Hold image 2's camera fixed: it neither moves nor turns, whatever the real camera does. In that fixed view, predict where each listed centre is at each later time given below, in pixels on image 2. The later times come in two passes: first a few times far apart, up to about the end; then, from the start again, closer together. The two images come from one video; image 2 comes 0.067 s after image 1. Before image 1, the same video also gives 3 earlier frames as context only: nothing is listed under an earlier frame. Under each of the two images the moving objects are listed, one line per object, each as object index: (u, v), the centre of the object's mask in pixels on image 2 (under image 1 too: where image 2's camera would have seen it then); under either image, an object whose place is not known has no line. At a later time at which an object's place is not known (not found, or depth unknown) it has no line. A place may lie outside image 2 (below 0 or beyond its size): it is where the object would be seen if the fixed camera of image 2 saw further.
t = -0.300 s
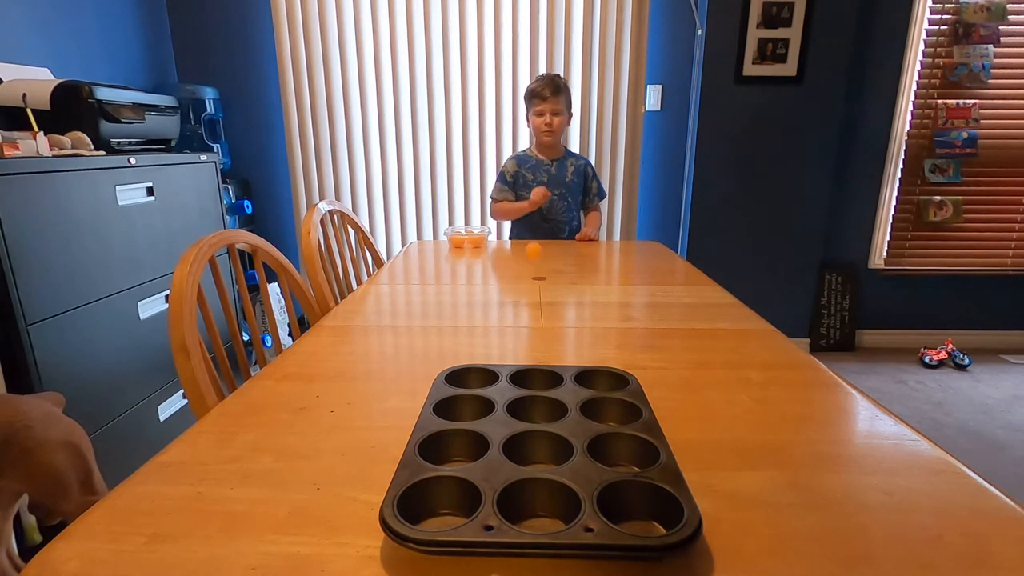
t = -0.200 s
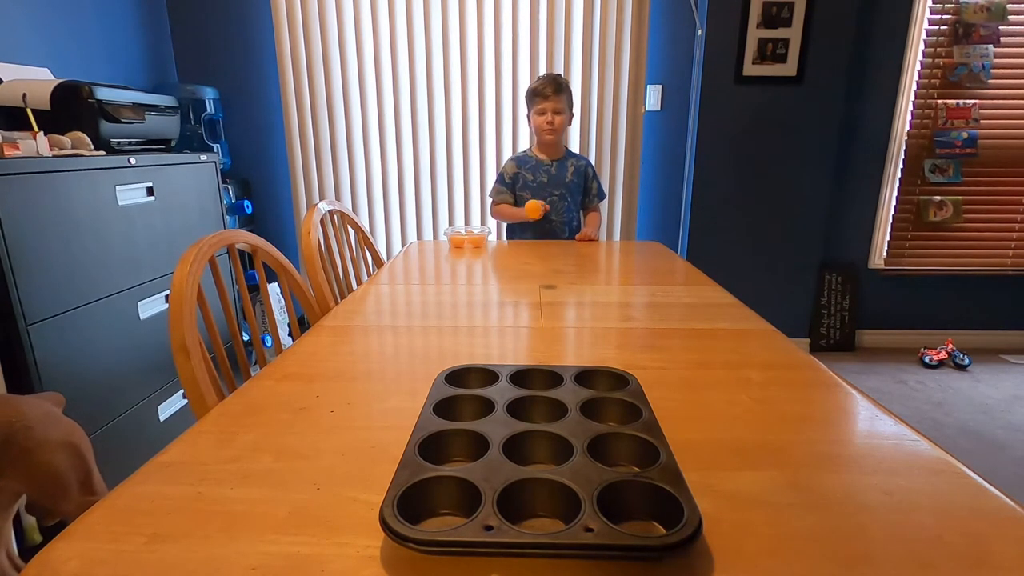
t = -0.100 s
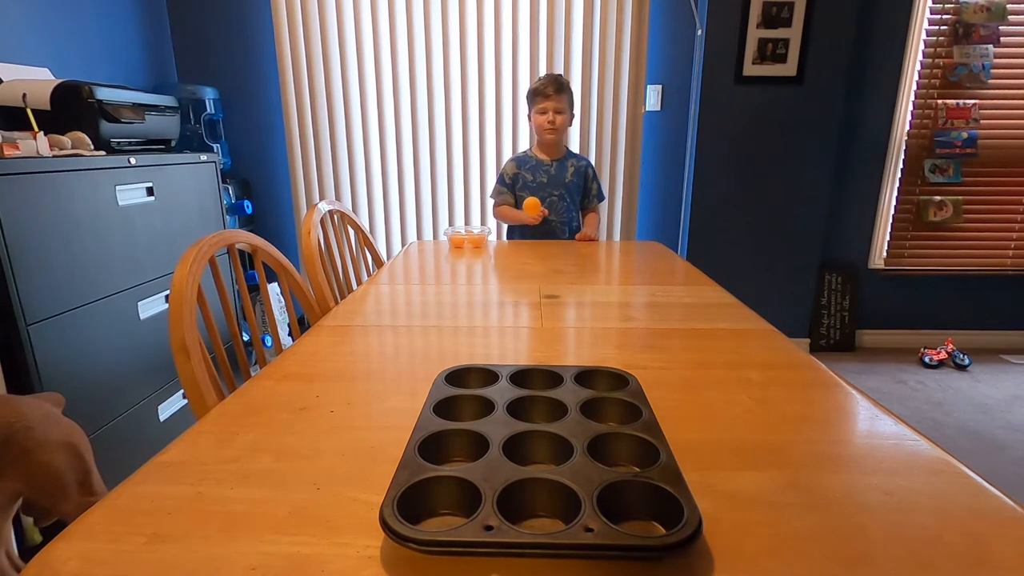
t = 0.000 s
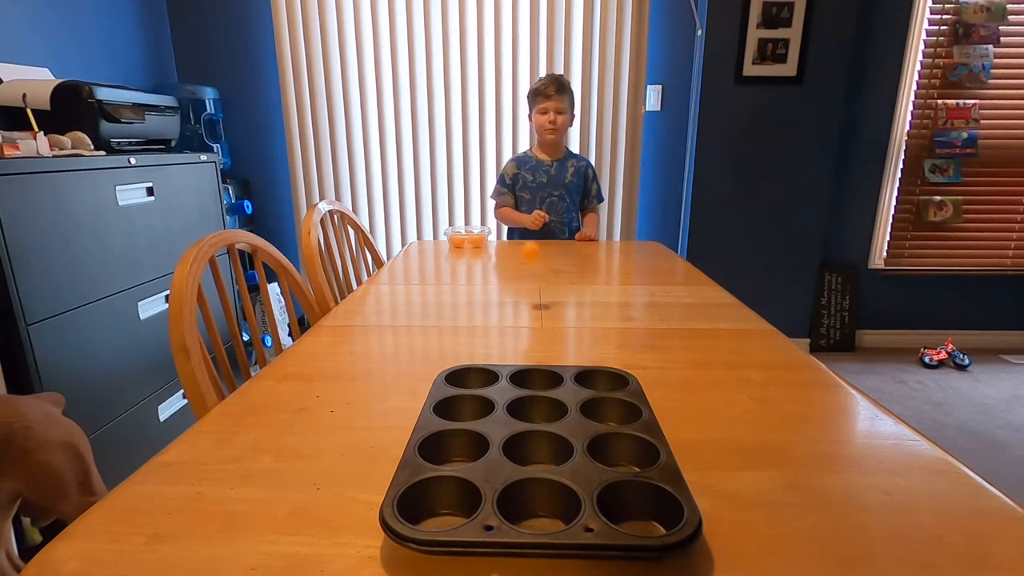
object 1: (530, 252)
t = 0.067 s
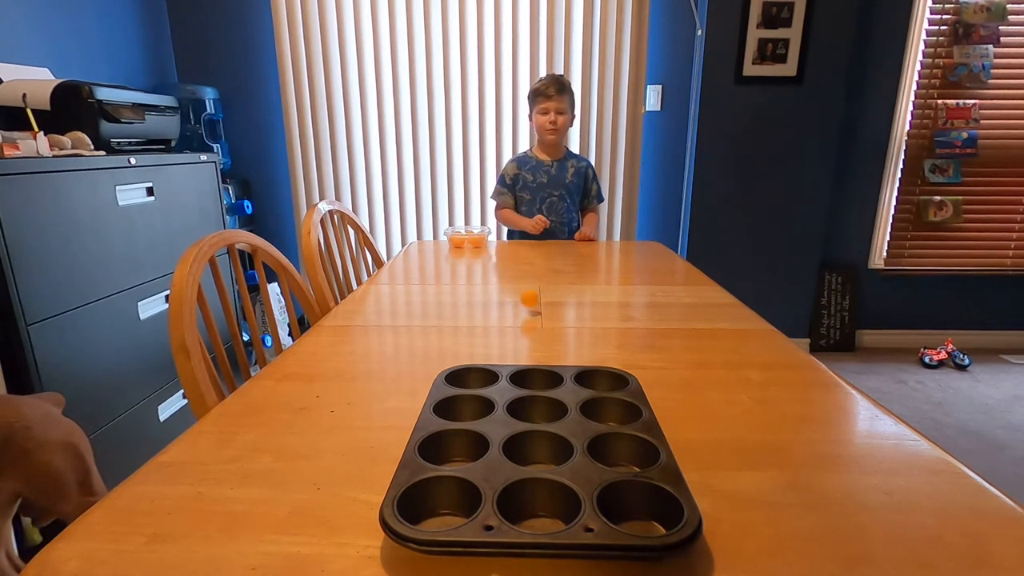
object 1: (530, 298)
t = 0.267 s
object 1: (527, 260)
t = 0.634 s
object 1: (525, 373)
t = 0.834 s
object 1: (547, 400)
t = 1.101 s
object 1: (551, 449)
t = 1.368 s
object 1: (544, 452)
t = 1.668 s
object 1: (527, 454)
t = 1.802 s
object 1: (537, 452)
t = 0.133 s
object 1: (529, 264)
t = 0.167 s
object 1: (528, 255)
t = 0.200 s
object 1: (528, 251)
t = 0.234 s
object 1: (528, 252)
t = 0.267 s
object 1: (527, 260)
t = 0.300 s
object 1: (527, 276)
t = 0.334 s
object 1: (526, 299)
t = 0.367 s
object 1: (525, 328)
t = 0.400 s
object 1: (525, 338)
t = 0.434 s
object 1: (525, 322)
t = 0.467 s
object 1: (525, 312)
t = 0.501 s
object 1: (525, 309)
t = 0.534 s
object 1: (525, 311)
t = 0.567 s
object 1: (524, 322)
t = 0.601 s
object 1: (525, 344)
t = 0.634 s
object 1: (525, 373)
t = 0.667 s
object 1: (528, 362)
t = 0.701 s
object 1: (531, 358)
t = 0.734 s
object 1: (535, 362)
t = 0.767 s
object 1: (539, 377)
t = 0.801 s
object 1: (543, 400)
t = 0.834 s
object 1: (547, 400)
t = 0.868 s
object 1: (551, 399)
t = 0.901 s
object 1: (554, 408)
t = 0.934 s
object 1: (558, 428)
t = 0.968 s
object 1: (548, 442)
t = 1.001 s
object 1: (532, 450)
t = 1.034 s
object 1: (526, 447)
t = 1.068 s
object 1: (543, 451)
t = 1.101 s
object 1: (551, 449)
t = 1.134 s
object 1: (550, 452)
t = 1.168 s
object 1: (542, 456)
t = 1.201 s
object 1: (533, 456)
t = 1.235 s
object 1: (527, 454)
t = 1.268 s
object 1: (527, 453)
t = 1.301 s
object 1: (532, 451)
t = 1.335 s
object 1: (538, 451)
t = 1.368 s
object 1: (544, 452)
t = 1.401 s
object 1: (548, 454)
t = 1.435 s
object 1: (549, 455)
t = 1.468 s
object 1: (547, 457)
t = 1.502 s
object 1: (543, 458)
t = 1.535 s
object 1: (538, 458)
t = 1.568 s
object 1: (534, 458)
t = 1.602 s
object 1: (530, 457)
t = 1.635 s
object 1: (528, 456)
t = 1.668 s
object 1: (527, 454)
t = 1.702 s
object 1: (527, 453)
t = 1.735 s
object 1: (529, 452)
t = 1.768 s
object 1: (533, 451)
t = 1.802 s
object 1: (537, 452)
